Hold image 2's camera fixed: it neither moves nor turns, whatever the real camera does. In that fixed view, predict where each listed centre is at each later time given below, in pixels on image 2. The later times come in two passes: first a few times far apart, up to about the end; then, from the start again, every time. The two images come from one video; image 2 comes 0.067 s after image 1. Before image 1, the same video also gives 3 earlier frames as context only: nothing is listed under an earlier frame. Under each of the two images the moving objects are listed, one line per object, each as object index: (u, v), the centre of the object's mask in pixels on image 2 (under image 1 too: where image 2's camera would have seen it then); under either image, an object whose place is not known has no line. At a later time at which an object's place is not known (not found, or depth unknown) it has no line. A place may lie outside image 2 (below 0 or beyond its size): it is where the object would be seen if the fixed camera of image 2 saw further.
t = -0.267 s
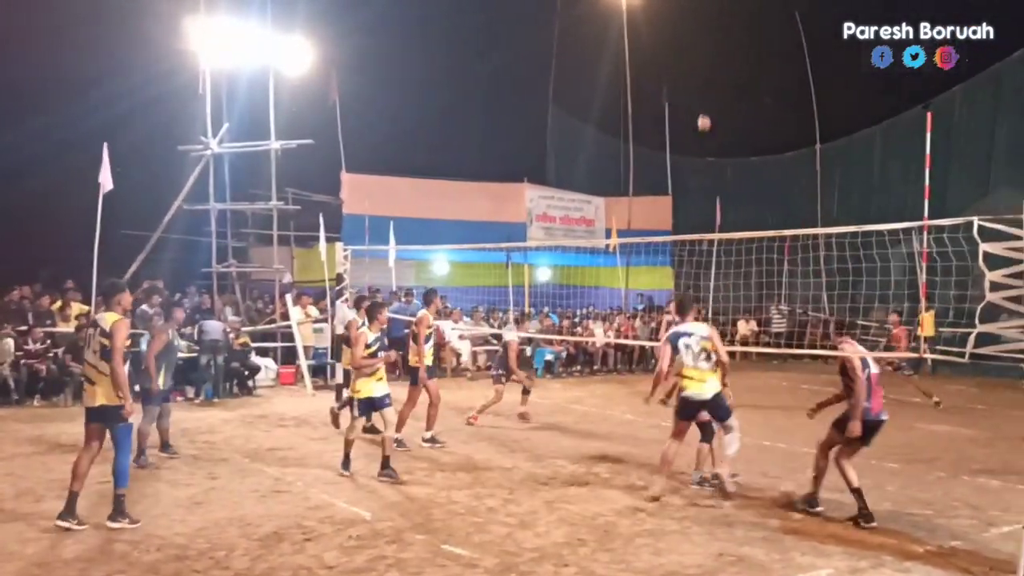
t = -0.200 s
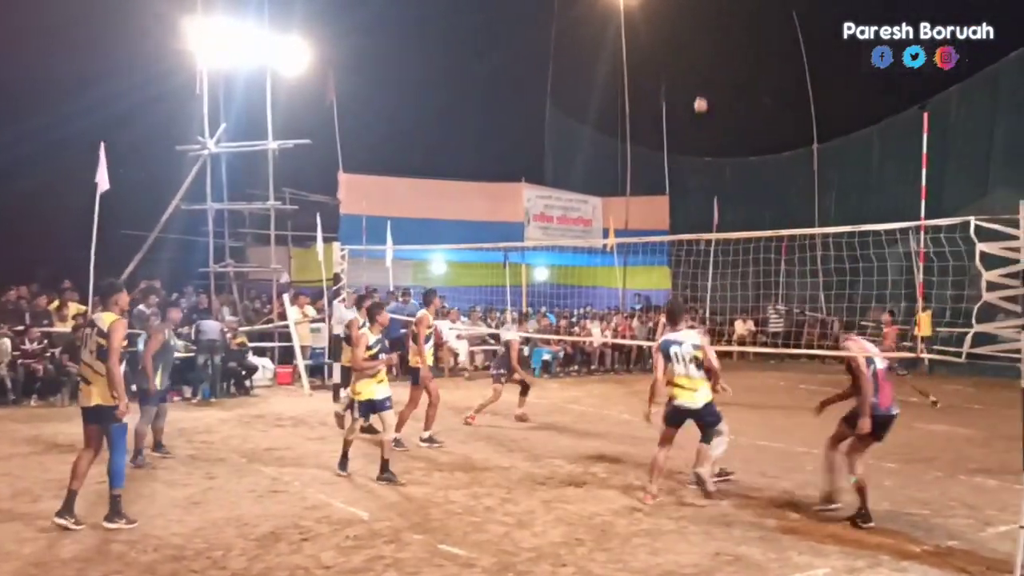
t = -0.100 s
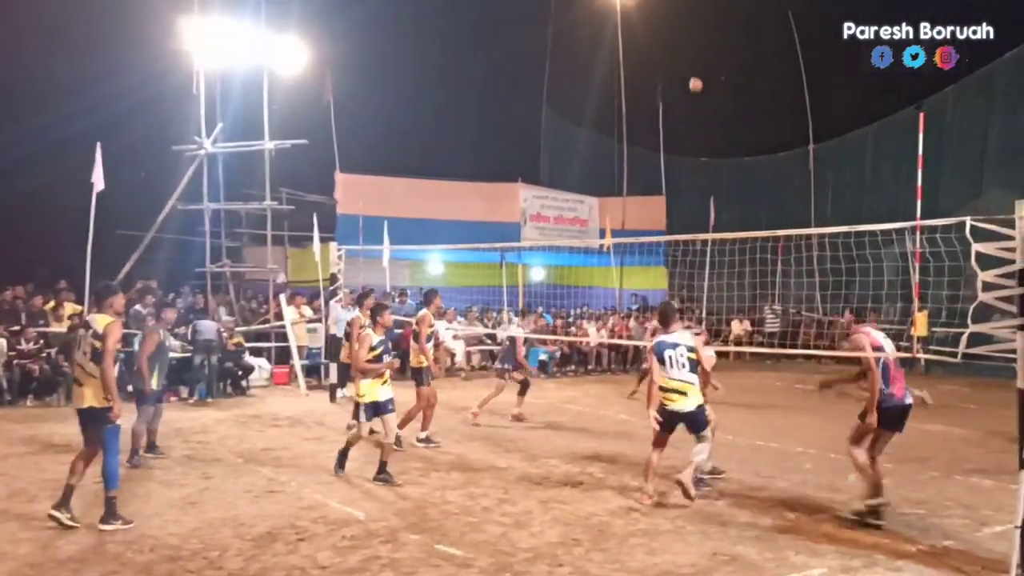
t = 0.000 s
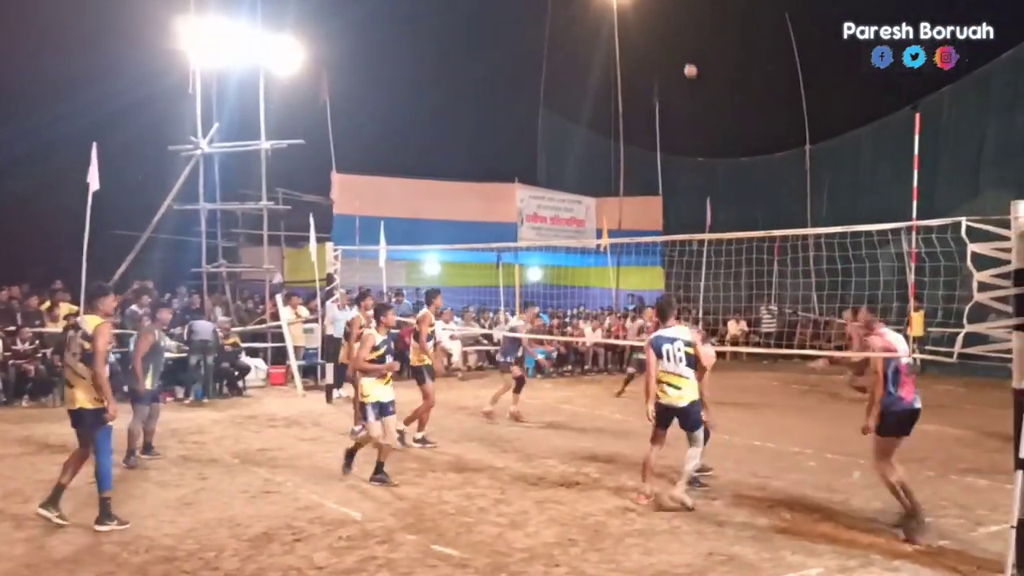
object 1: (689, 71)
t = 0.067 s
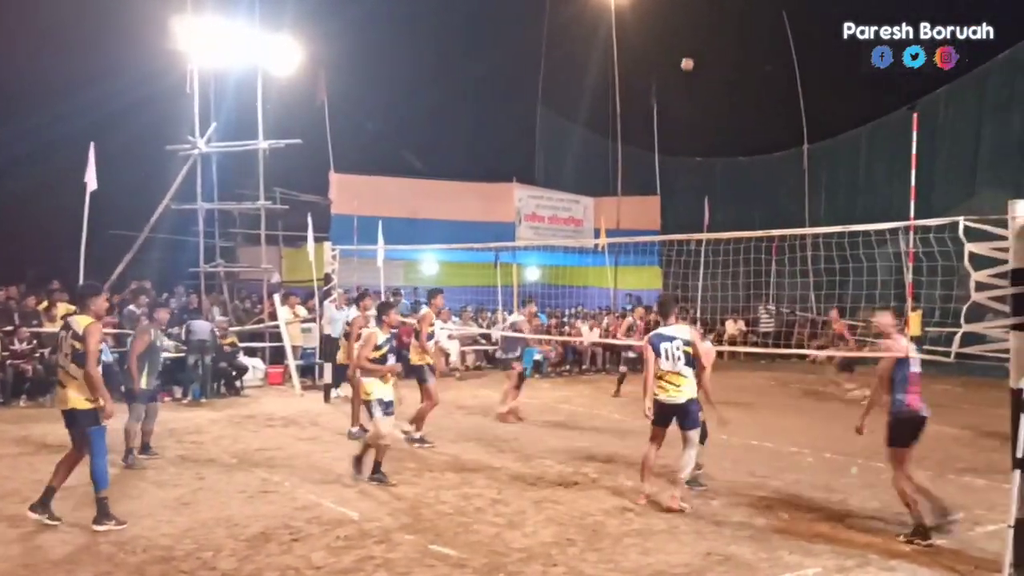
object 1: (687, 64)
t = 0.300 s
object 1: (682, 64)
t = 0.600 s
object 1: (674, 106)
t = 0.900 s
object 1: (666, 194)
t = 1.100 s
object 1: (662, 276)
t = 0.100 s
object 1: (686, 63)
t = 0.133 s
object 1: (686, 61)
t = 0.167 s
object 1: (685, 60)
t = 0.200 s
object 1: (684, 61)
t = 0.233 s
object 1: (684, 61)
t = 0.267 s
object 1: (683, 62)
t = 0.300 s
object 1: (682, 64)
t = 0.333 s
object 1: (682, 66)
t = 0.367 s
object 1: (681, 69)
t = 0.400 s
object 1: (680, 73)
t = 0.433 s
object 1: (679, 77)
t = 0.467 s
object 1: (678, 81)
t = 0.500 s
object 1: (677, 86)
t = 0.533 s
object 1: (676, 92)
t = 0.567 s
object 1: (675, 99)
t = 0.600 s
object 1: (674, 106)
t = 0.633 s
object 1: (674, 113)
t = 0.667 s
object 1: (673, 121)
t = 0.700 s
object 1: (671, 130)
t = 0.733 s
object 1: (670, 139)
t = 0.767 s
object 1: (670, 149)
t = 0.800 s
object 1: (669, 160)
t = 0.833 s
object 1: (668, 171)
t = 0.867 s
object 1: (668, 183)
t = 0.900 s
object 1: (666, 194)
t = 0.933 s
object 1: (666, 206)
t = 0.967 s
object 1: (665, 219)
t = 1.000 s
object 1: (663, 230)
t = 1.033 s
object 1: (664, 247)
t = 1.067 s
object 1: (664, 260)
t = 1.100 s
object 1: (662, 276)
